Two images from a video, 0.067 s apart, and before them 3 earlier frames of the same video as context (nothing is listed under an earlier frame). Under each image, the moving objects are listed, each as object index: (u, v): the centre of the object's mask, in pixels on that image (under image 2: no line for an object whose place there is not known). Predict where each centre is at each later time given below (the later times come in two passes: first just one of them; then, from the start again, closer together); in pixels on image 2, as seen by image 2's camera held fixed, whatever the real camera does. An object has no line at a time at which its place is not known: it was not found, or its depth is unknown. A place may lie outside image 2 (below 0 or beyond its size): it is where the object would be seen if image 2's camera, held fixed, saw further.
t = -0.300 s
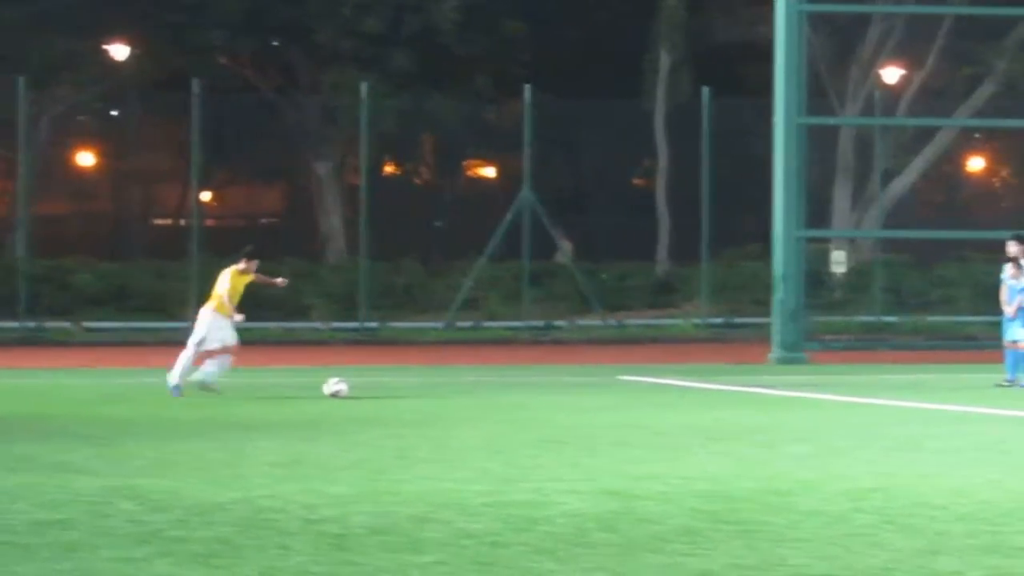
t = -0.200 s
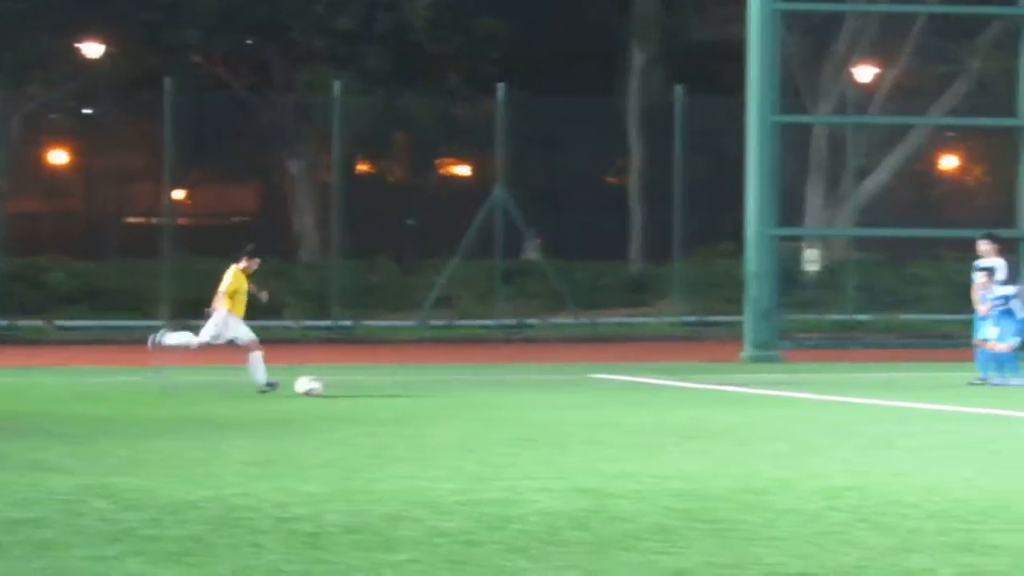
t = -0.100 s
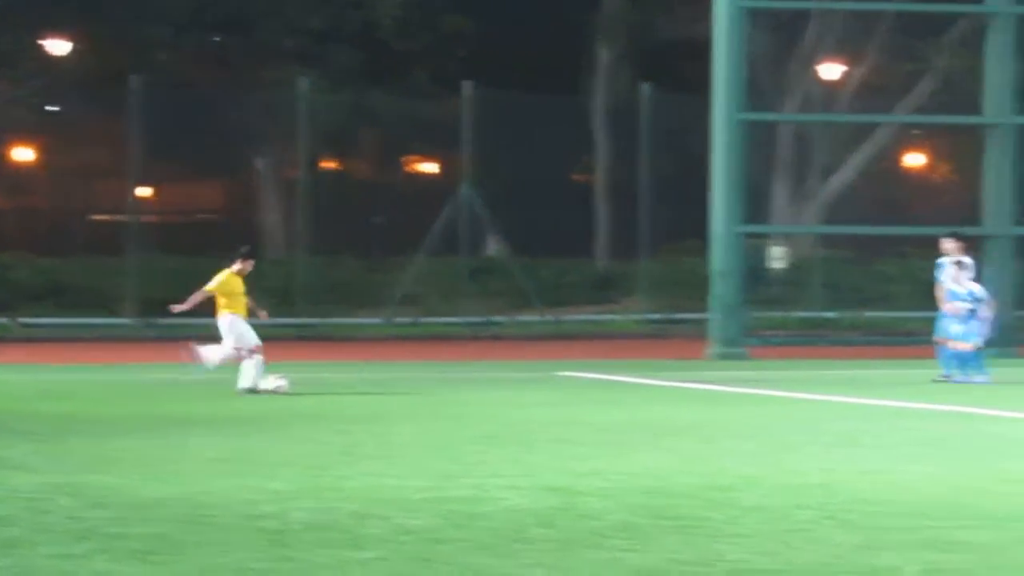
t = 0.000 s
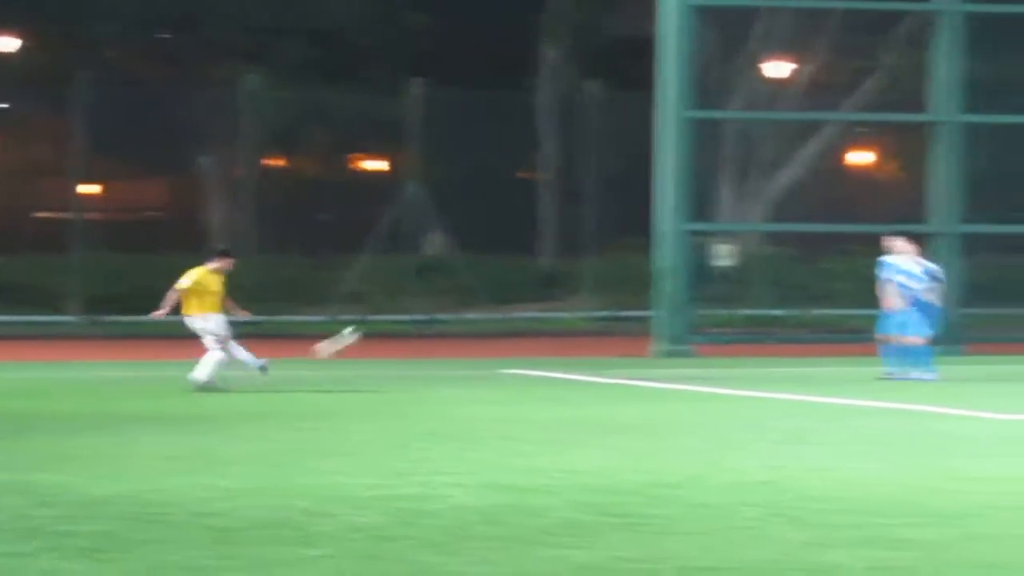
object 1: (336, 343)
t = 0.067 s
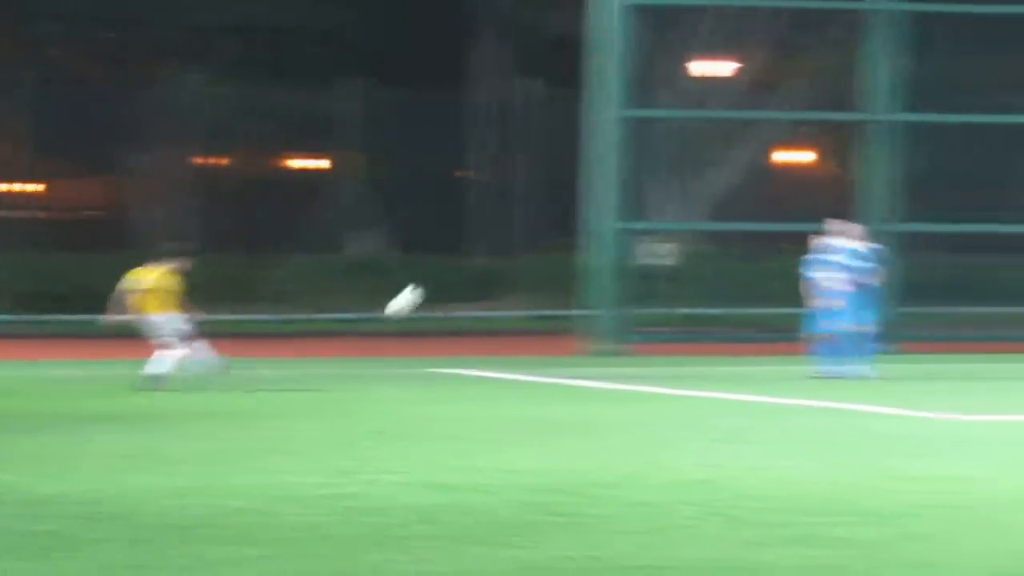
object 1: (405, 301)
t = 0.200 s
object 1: (662, 229)
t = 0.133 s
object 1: (534, 264)
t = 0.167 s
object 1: (598, 246)
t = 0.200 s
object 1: (662, 229)
